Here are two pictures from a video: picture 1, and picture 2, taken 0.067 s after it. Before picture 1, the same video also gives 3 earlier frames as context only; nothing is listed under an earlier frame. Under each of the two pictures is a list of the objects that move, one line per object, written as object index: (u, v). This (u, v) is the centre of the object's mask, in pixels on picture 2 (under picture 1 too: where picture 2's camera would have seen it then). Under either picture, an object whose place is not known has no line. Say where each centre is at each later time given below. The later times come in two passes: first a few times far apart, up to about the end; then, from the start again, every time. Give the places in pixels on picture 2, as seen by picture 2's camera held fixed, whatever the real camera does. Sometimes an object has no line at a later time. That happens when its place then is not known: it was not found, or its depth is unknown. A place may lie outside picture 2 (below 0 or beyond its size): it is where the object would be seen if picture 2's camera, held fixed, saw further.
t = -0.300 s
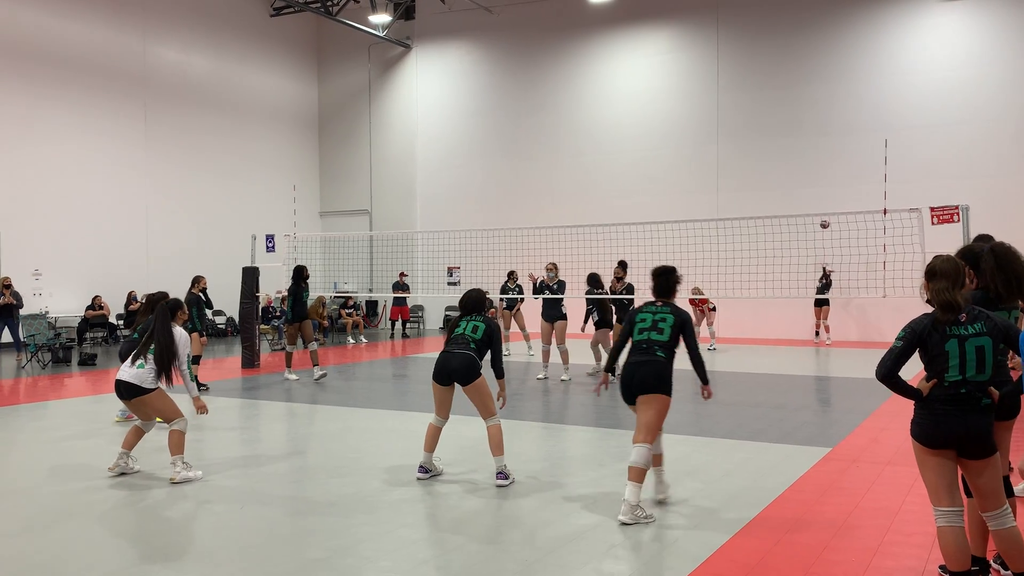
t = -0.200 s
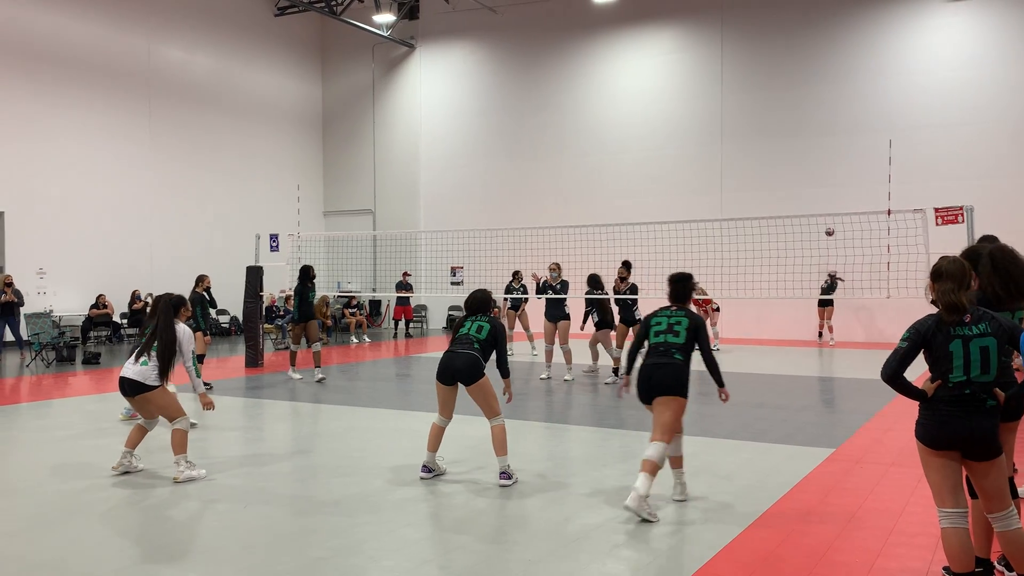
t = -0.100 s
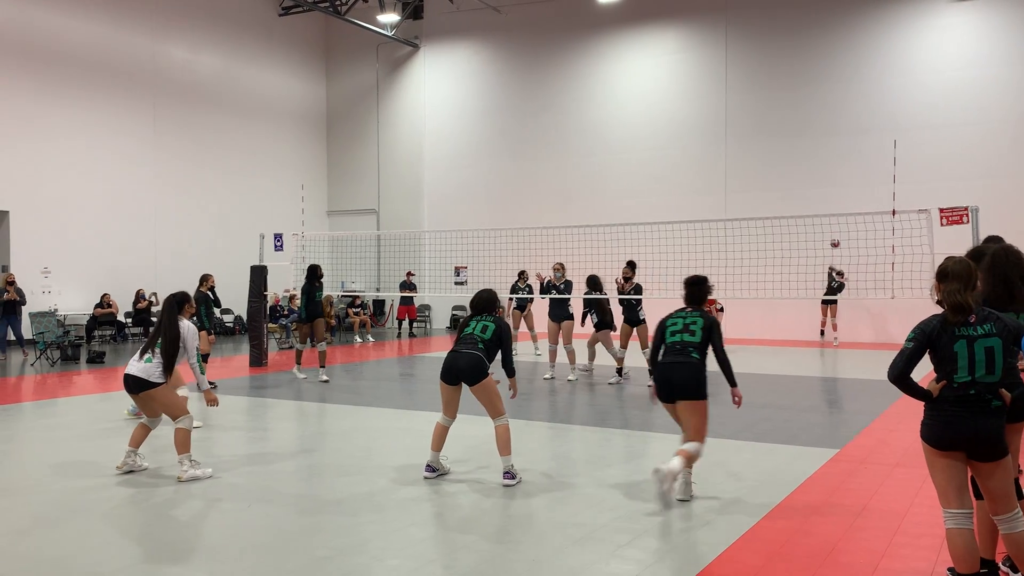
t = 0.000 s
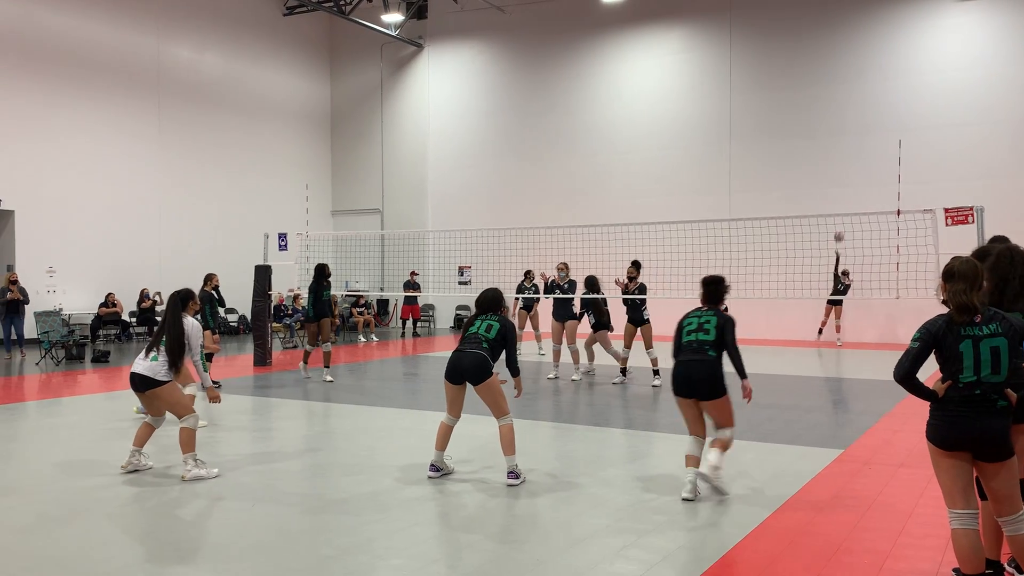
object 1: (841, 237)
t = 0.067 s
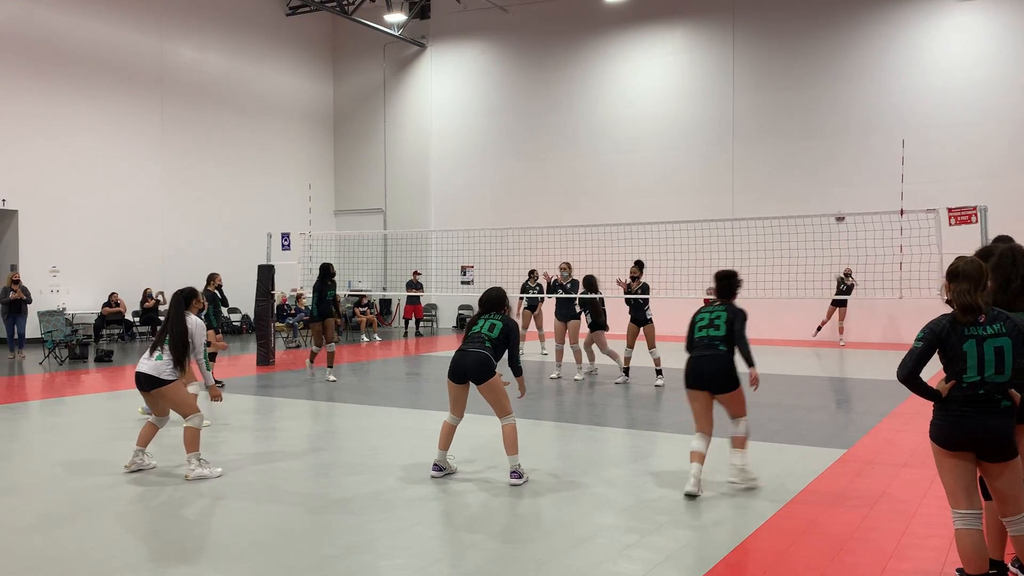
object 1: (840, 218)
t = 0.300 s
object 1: (839, 152)
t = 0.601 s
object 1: (843, 89)
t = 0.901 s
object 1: (852, 76)
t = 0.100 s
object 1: (839, 207)
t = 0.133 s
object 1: (838, 198)
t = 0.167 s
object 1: (838, 188)
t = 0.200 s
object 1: (838, 179)
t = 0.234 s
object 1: (838, 170)
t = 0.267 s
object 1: (838, 161)
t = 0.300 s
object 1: (839, 152)
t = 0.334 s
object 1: (839, 144)
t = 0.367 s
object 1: (839, 136)
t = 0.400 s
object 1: (840, 128)
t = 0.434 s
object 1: (840, 120)
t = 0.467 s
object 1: (840, 113)
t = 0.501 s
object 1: (841, 106)
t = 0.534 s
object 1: (841, 100)
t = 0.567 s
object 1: (842, 94)
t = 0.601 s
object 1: (843, 89)
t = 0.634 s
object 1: (843, 84)
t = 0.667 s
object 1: (845, 79)
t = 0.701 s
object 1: (846, 76)
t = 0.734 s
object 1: (847, 73)
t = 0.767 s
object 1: (848, 72)
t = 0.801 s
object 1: (849, 71)
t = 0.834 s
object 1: (851, 72)
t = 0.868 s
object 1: (851, 73)
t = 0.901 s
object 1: (852, 76)
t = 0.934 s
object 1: (853, 80)
